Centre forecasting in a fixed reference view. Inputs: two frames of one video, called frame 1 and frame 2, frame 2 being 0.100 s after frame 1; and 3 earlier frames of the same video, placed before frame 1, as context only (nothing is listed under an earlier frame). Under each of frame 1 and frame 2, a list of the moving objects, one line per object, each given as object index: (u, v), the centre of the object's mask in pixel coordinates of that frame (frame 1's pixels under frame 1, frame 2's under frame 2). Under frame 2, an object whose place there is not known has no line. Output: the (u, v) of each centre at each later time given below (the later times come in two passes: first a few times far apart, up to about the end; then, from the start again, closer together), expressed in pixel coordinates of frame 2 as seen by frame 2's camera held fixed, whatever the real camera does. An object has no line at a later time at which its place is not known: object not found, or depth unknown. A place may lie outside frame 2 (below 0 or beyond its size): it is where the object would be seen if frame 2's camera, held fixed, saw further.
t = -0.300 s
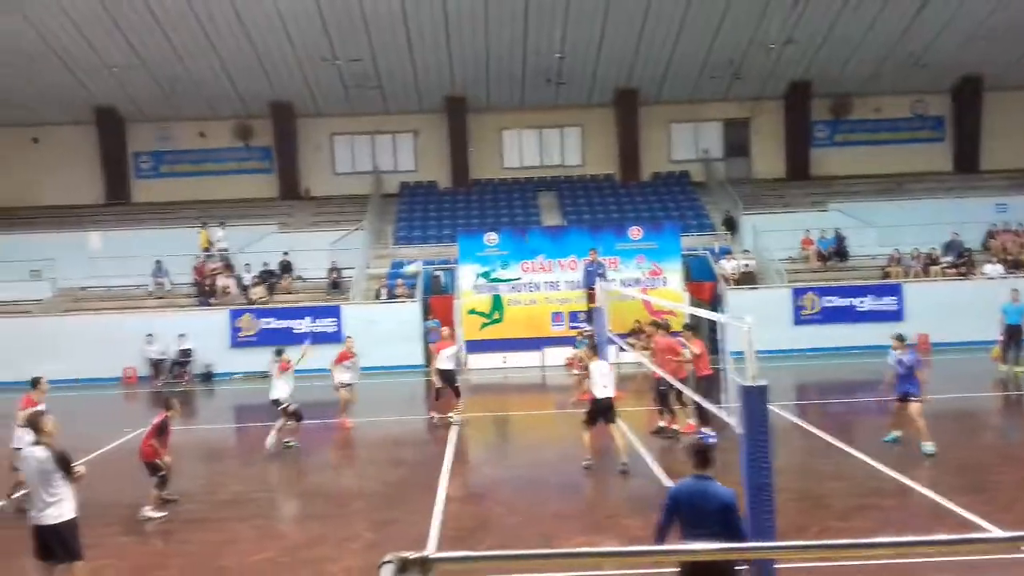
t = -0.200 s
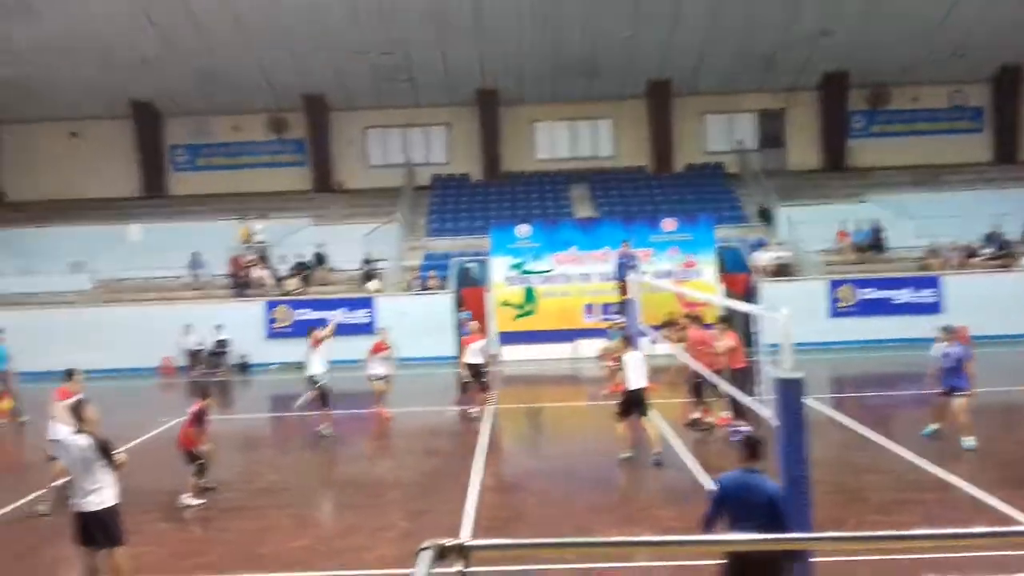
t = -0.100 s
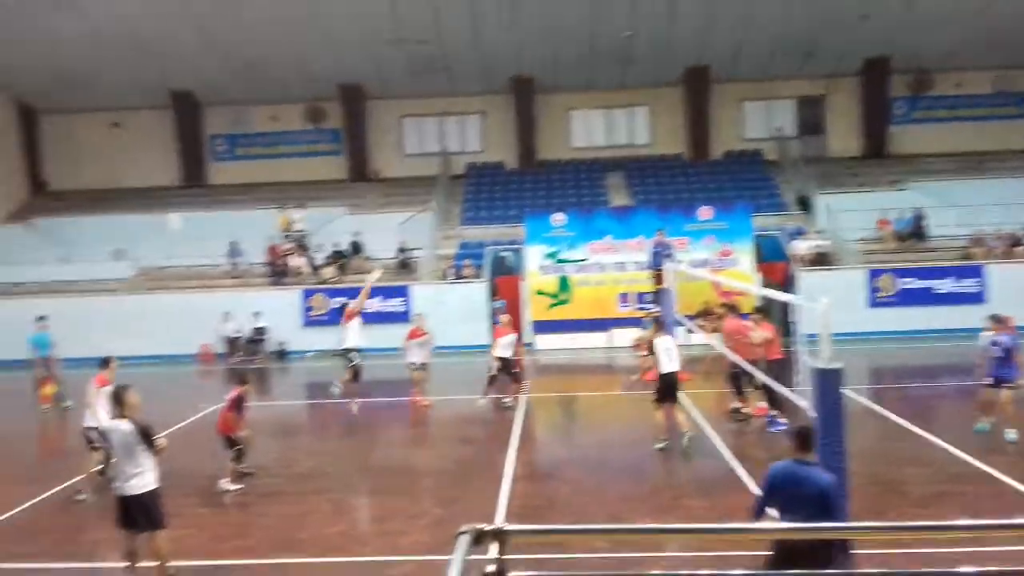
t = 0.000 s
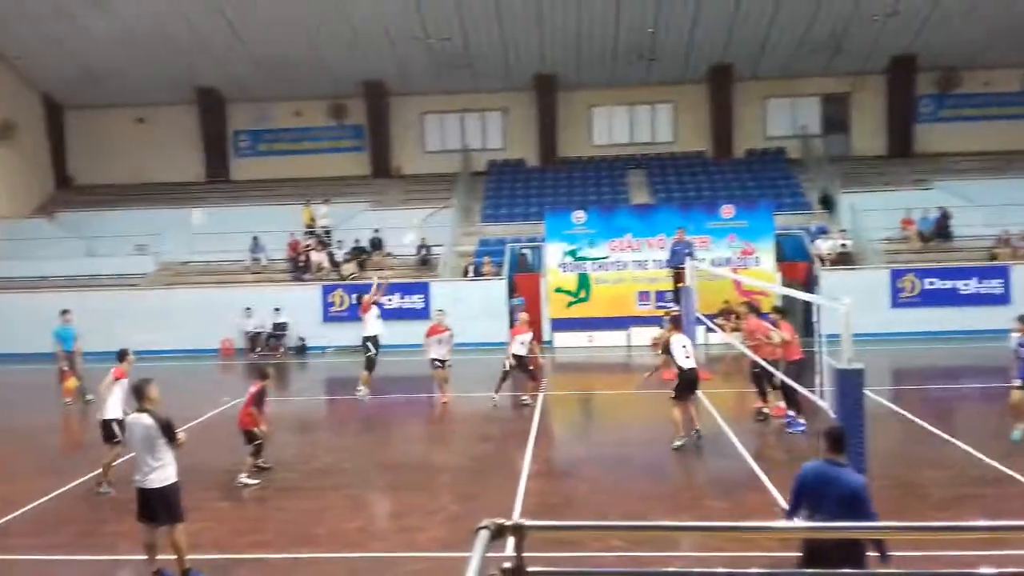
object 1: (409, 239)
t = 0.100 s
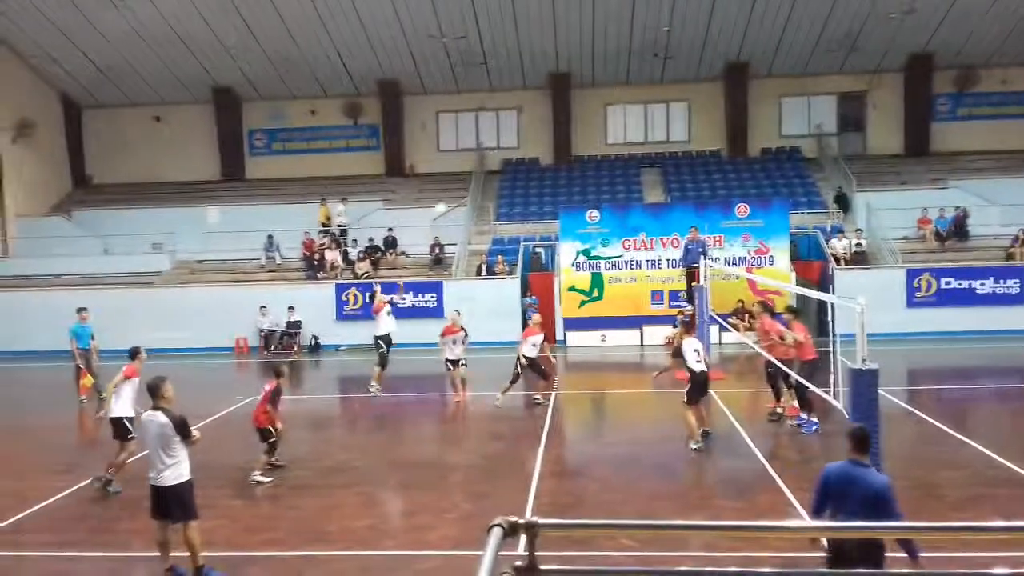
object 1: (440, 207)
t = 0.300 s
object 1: (472, 171)
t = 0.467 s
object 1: (500, 155)
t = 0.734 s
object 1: (545, 164)
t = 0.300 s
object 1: (472, 171)
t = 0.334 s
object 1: (477, 166)
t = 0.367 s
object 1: (483, 162)
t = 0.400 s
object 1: (489, 160)
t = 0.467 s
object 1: (500, 155)
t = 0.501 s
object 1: (505, 154)
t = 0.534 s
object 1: (510, 154)
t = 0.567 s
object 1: (516, 155)
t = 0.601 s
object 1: (522, 155)
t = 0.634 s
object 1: (528, 157)
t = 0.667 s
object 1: (533, 158)
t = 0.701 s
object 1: (539, 161)
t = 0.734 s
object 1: (545, 164)
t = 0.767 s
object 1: (551, 169)
